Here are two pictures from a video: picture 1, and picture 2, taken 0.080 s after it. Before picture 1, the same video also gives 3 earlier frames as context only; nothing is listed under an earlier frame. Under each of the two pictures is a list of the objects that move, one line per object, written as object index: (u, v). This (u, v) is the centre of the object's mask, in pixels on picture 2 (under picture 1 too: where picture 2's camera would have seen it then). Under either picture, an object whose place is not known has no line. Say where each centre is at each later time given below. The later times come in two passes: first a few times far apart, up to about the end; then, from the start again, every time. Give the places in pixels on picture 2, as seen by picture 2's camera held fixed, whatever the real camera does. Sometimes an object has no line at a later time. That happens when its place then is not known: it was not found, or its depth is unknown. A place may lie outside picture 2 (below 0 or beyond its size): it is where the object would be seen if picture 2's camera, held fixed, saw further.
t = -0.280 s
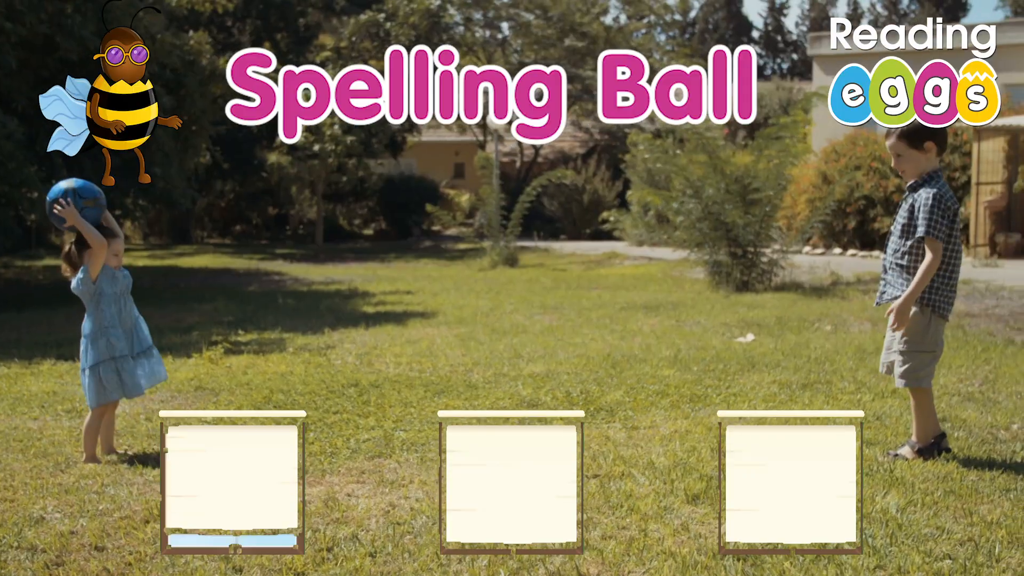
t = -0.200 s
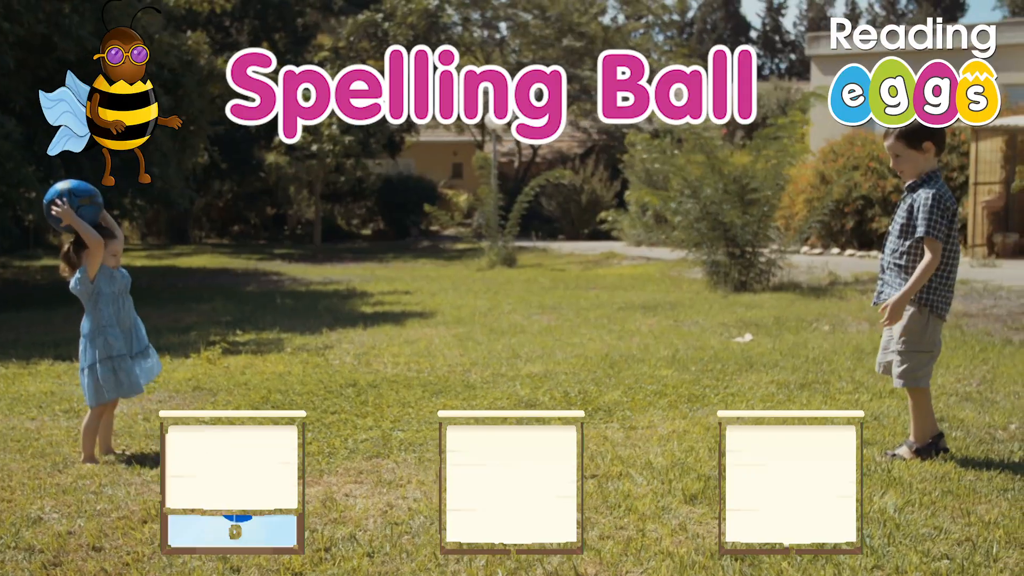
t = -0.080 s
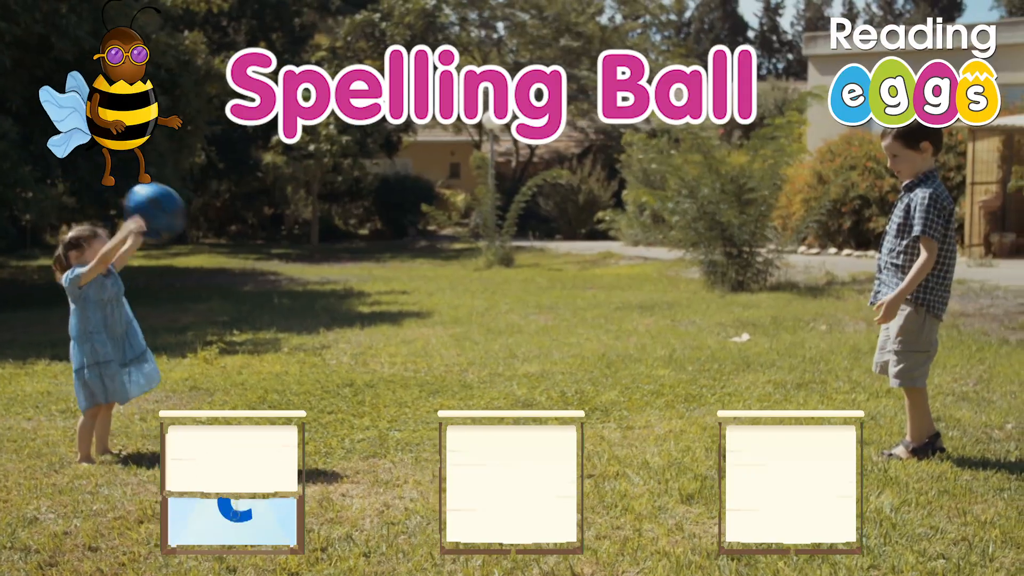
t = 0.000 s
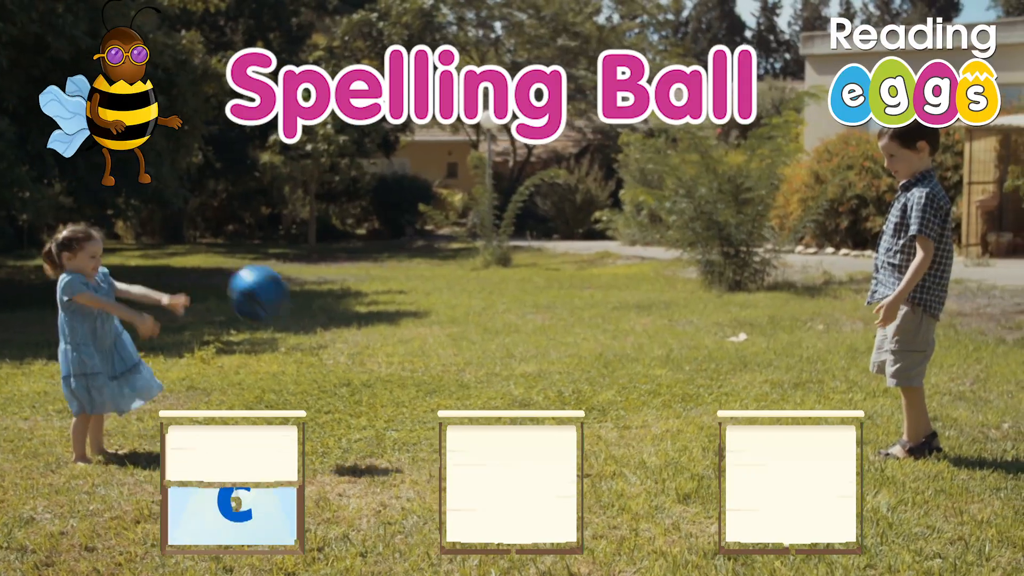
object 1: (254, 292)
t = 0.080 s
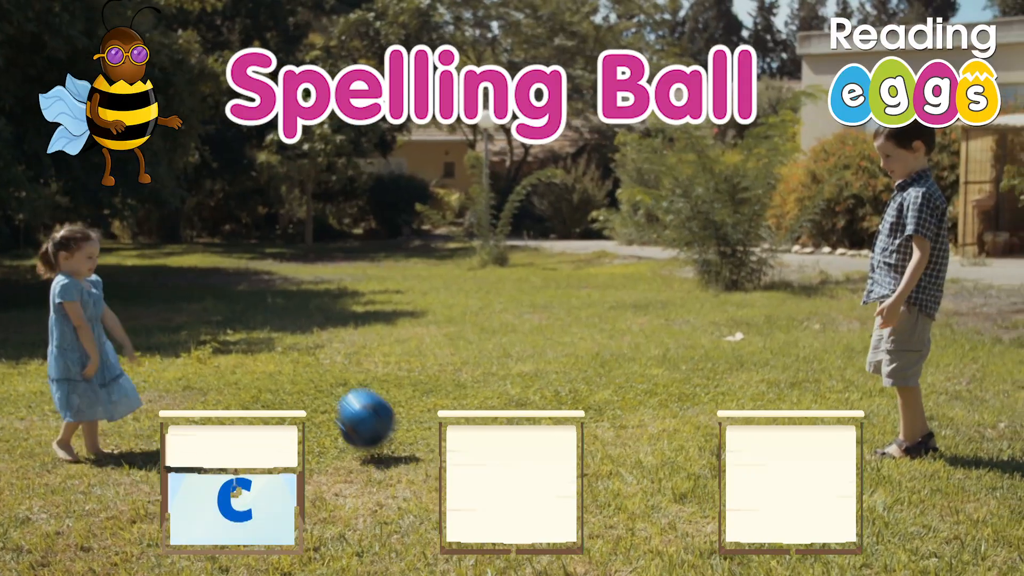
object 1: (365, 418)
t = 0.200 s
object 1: (455, 362)
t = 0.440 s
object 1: (618, 407)
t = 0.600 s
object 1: (726, 414)
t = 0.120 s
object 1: (403, 421)
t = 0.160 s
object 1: (429, 387)
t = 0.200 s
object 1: (455, 362)
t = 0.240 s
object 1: (482, 347)
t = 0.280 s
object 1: (509, 340)
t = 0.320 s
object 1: (536, 342)
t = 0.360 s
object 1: (564, 354)
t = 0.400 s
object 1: (590, 376)
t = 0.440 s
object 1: (618, 407)
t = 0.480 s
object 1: (647, 433)
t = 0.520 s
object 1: (674, 418)
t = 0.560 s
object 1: (700, 412)
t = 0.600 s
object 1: (726, 414)
